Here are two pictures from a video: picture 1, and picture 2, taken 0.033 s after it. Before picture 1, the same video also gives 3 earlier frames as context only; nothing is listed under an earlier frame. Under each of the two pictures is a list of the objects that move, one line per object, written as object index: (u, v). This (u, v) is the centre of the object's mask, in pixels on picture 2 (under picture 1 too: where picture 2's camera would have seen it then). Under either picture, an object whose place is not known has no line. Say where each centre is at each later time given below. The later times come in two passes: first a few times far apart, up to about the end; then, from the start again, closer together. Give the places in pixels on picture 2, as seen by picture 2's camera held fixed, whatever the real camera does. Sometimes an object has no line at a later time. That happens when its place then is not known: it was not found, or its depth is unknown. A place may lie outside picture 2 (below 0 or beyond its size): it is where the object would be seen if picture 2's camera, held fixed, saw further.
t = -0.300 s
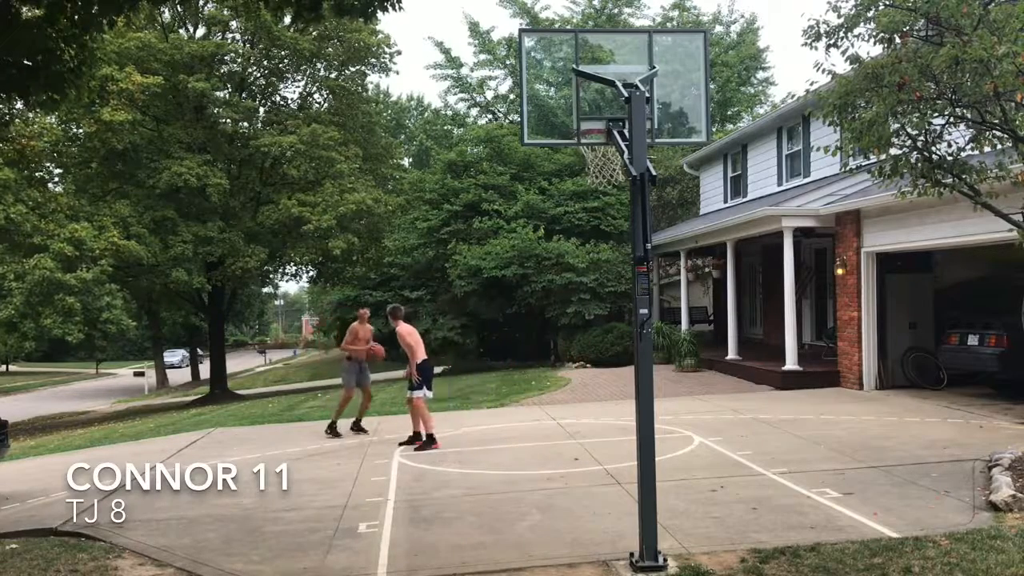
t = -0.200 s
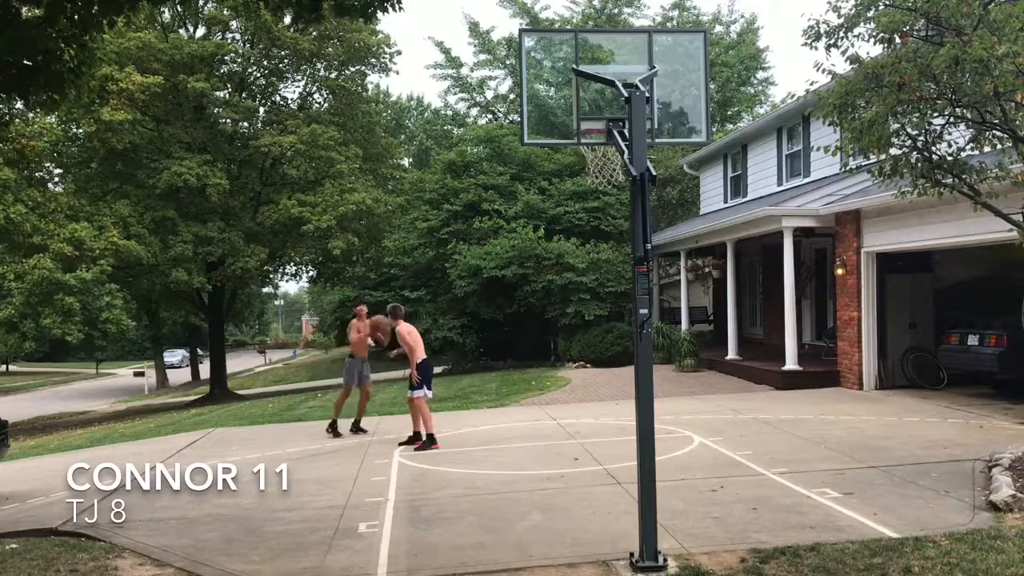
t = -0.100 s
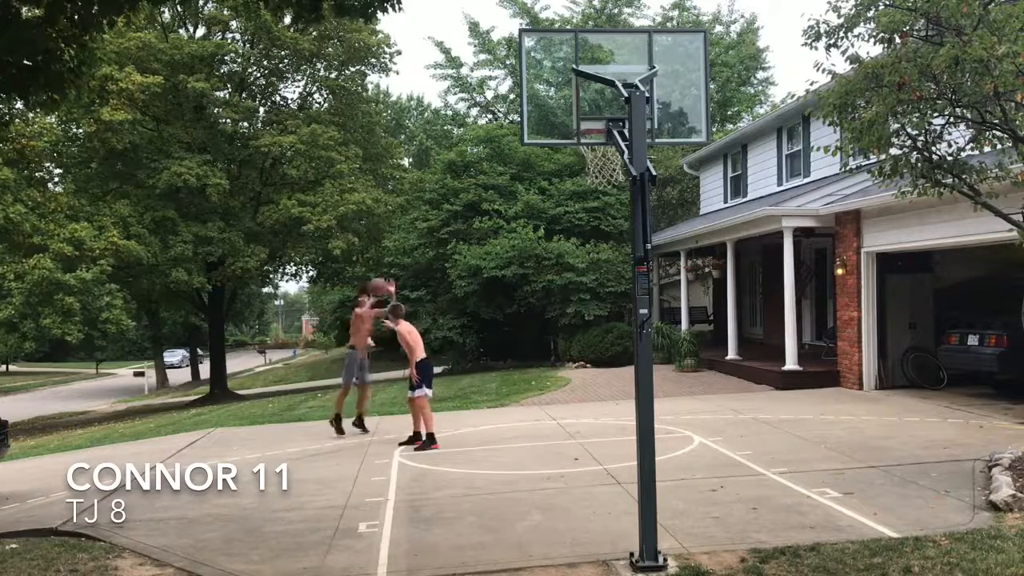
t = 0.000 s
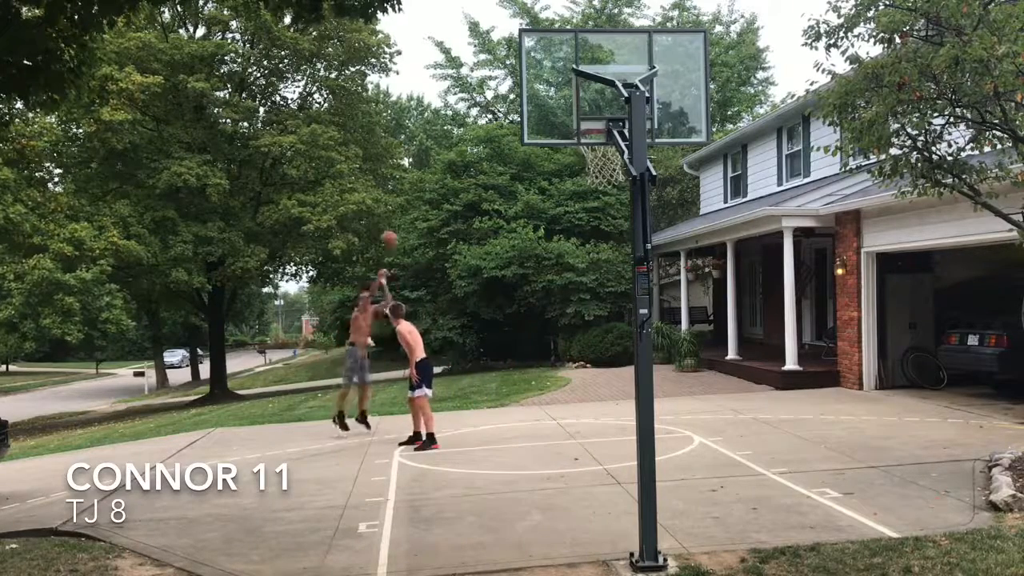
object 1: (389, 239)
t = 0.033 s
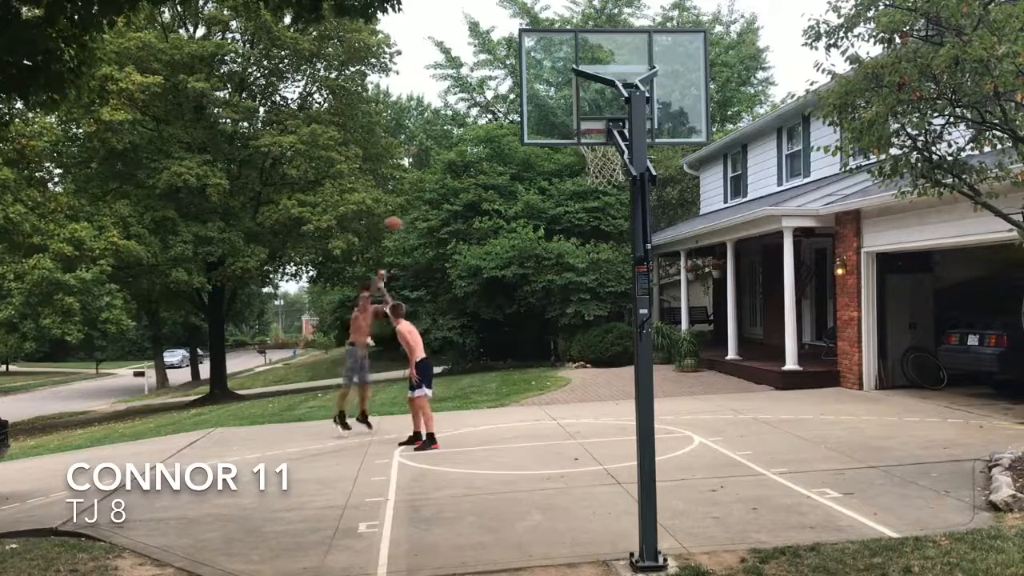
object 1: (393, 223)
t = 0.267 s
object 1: (426, 136)
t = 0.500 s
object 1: (466, 80)
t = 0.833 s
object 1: (544, 76)
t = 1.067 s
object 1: (609, 161)
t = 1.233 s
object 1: (613, 243)
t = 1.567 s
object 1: (615, 501)
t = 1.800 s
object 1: (580, 350)
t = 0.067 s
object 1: (398, 211)
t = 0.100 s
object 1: (403, 196)
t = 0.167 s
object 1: (414, 170)
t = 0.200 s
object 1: (416, 158)
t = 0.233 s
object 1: (419, 147)
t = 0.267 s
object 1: (426, 136)
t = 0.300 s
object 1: (429, 127)
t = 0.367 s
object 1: (440, 108)
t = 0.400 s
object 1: (447, 100)
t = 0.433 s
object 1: (451, 93)
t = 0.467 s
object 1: (458, 86)
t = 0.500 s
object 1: (466, 80)
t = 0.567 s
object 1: (479, 70)
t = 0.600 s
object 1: (486, 66)
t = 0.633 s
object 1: (493, 64)
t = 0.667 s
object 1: (501, 63)
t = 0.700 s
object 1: (509, 64)
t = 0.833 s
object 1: (544, 76)
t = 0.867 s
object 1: (553, 83)
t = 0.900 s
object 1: (564, 90)
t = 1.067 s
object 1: (609, 161)
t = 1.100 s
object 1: (608, 160)
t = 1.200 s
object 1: (614, 221)
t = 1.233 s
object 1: (613, 243)
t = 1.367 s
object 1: (613, 336)
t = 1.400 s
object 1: (613, 362)
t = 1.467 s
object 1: (613, 417)
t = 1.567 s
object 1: (615, 501)
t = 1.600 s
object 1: (609, 474)
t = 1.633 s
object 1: (604, 449)
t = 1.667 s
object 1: (598, 425)
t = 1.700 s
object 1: (593, 405)
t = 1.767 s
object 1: (584, 367)
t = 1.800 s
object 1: (580, 350)
